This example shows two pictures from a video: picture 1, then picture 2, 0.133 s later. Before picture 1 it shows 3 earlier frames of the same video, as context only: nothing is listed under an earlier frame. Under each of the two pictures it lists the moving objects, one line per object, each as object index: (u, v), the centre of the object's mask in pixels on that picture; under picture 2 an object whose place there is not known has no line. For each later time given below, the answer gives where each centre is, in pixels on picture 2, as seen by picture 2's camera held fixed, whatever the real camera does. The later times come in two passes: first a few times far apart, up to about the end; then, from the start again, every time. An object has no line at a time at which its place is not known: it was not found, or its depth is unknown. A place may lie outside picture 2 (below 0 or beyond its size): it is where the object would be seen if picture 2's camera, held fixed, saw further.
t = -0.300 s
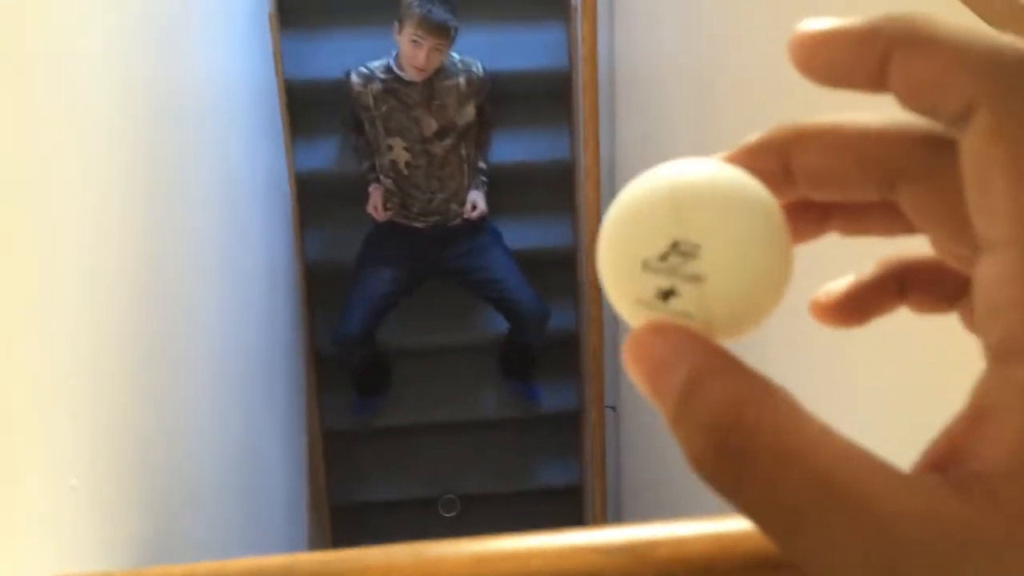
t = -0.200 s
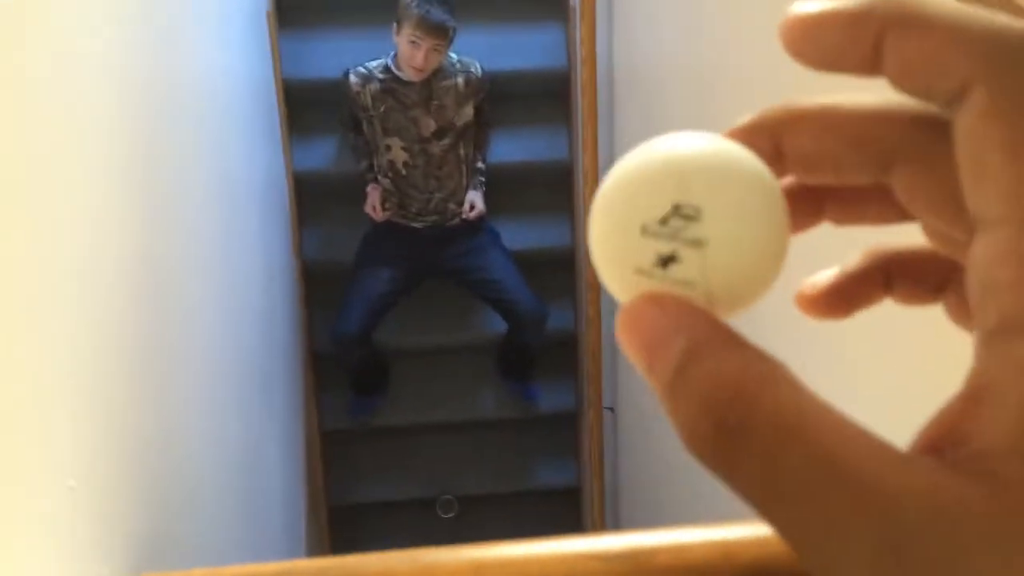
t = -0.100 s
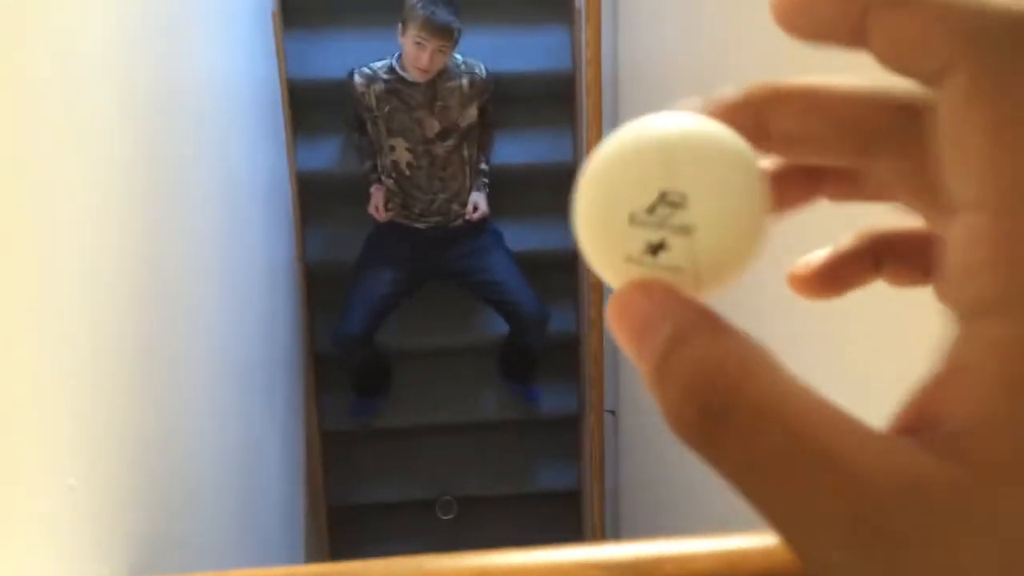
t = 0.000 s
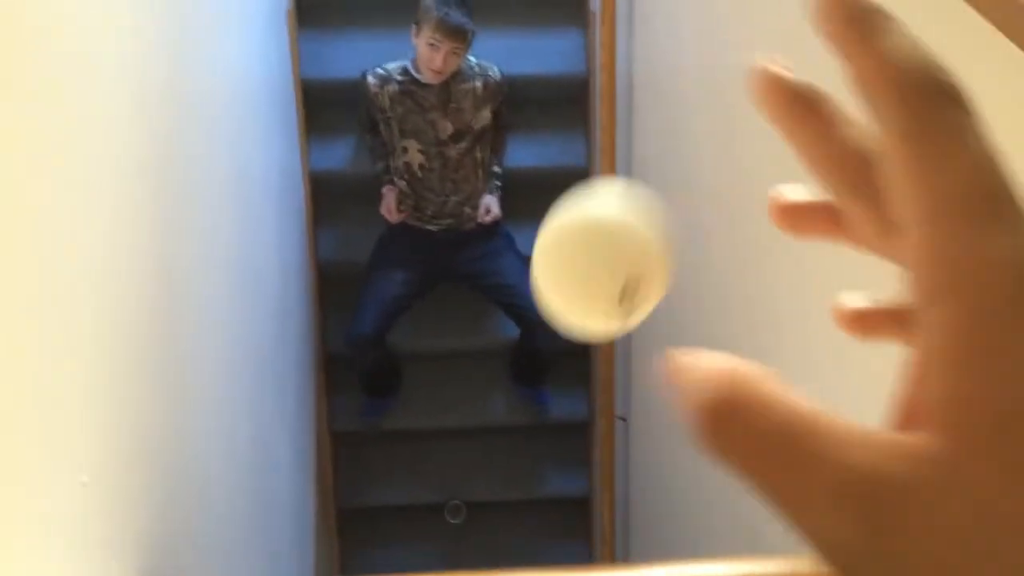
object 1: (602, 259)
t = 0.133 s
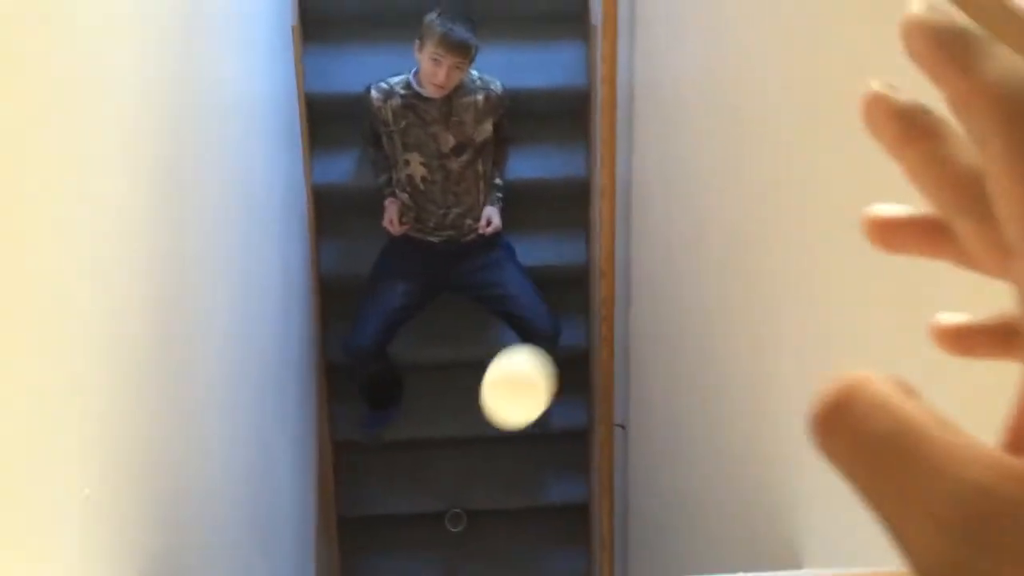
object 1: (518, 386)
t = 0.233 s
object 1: (487, 438)
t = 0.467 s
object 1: (461, 492)
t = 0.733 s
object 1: (450, 518)
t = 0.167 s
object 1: (505, 407)
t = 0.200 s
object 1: (495, 424)
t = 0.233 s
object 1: (487, 438)
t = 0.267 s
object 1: (480, 450)
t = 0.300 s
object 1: (476, 460)
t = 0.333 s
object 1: (472, 469)
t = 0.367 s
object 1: (468, 475)
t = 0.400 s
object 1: (465, 482)
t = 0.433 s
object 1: (463, 488)
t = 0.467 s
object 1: (461, 492)
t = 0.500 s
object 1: (460, 498)
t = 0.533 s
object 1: (458, 501)
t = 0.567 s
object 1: (456, 506)
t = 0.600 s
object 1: (455, 508)
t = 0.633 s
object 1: (454, 511)
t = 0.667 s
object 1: (454, 513)
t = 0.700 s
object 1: (452, 516)
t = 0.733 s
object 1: (450, 518)
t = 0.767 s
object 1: (455, 519)
